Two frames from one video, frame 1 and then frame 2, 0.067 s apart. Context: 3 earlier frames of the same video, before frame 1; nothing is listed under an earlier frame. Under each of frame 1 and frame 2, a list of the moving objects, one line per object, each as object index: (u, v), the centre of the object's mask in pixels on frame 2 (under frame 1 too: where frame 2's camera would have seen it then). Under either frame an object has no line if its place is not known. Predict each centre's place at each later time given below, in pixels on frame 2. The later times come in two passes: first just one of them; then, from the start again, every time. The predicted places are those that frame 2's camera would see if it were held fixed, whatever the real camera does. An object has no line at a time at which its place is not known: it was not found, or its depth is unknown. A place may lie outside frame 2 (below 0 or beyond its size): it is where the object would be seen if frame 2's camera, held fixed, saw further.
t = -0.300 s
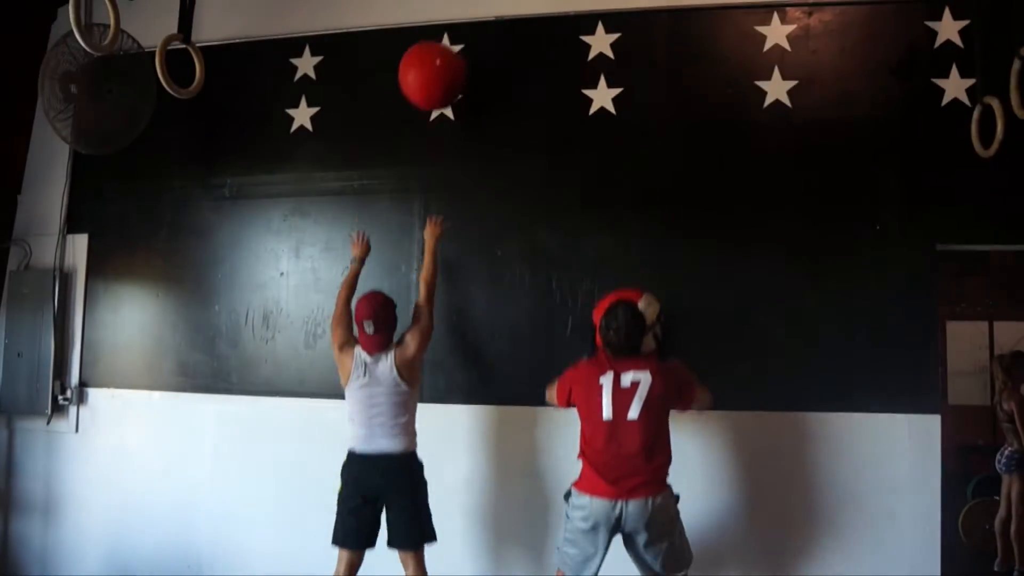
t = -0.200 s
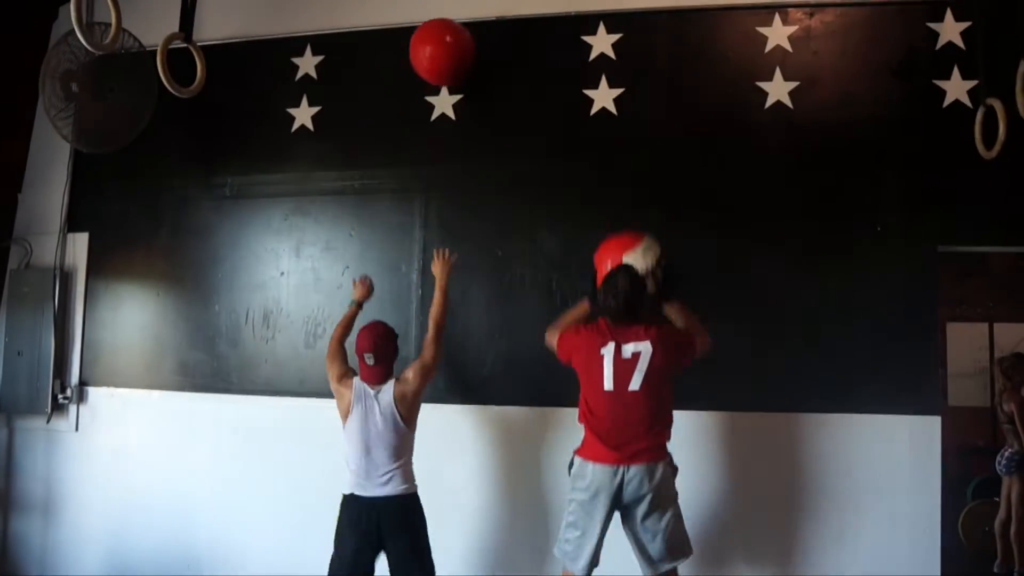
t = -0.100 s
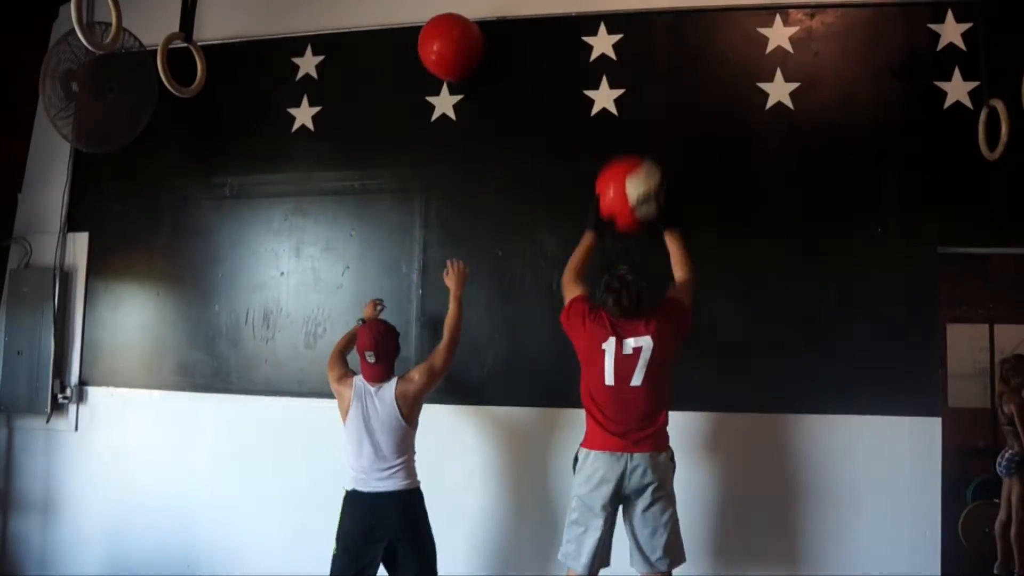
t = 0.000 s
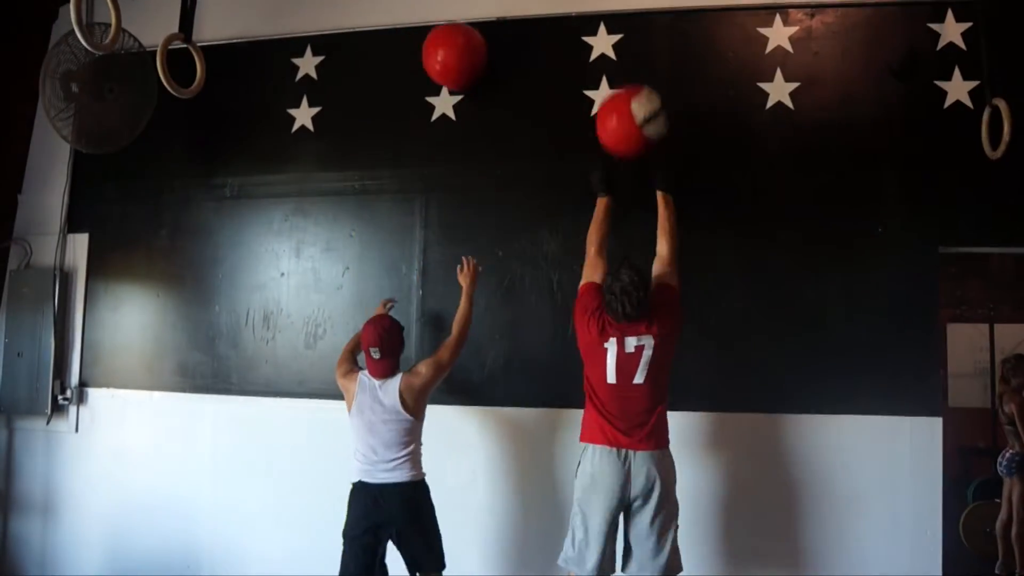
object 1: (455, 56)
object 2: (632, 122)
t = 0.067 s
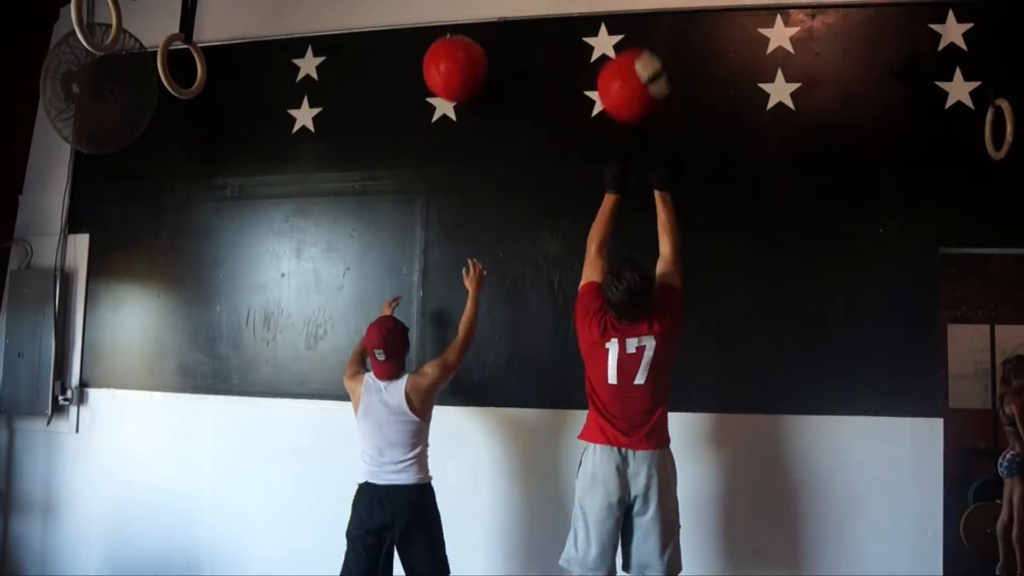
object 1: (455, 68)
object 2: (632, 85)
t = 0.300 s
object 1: (454, 181)
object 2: (633, 31)
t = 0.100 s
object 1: (456, 78)
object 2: (632, 71)
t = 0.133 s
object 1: (456, 90)
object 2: (633, 58)
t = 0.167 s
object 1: (455, 103)
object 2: (632, 49)
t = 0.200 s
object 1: (455, 119)
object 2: (632, 41)
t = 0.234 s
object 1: (454, 138)
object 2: (632, 34)
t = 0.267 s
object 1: (453, 158)
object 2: (633, 32)
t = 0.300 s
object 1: (454, 181)
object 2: (633, 31)
